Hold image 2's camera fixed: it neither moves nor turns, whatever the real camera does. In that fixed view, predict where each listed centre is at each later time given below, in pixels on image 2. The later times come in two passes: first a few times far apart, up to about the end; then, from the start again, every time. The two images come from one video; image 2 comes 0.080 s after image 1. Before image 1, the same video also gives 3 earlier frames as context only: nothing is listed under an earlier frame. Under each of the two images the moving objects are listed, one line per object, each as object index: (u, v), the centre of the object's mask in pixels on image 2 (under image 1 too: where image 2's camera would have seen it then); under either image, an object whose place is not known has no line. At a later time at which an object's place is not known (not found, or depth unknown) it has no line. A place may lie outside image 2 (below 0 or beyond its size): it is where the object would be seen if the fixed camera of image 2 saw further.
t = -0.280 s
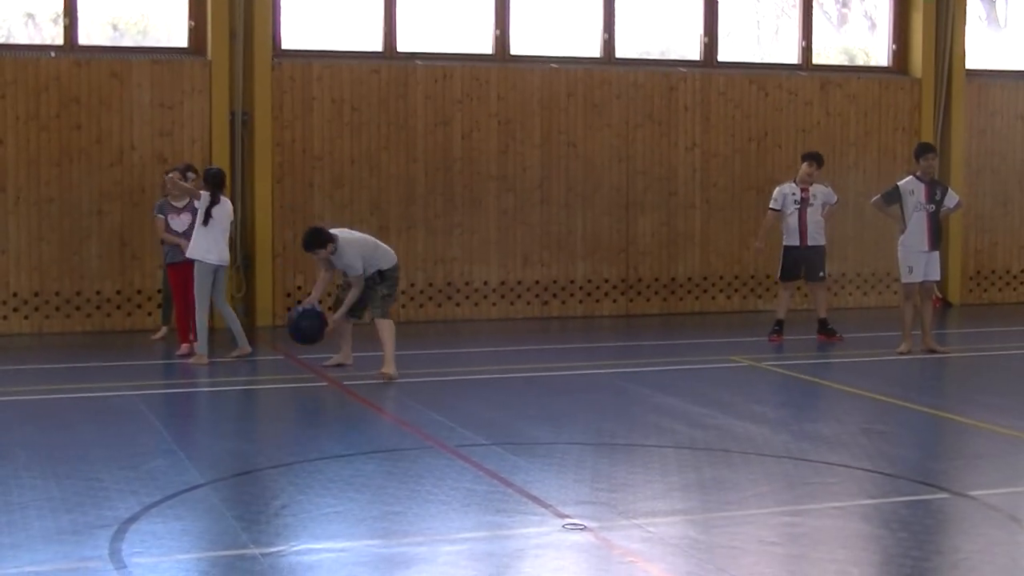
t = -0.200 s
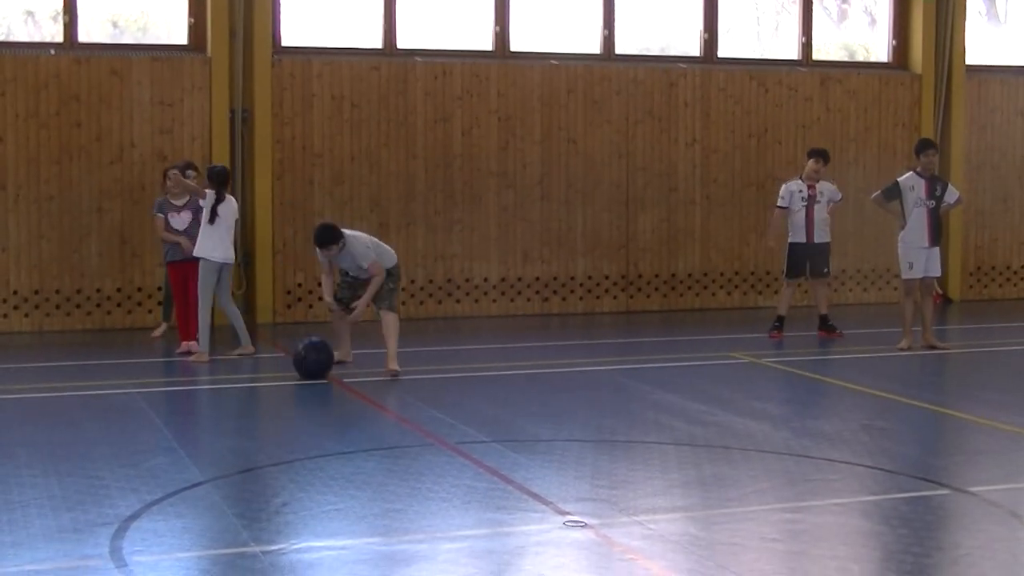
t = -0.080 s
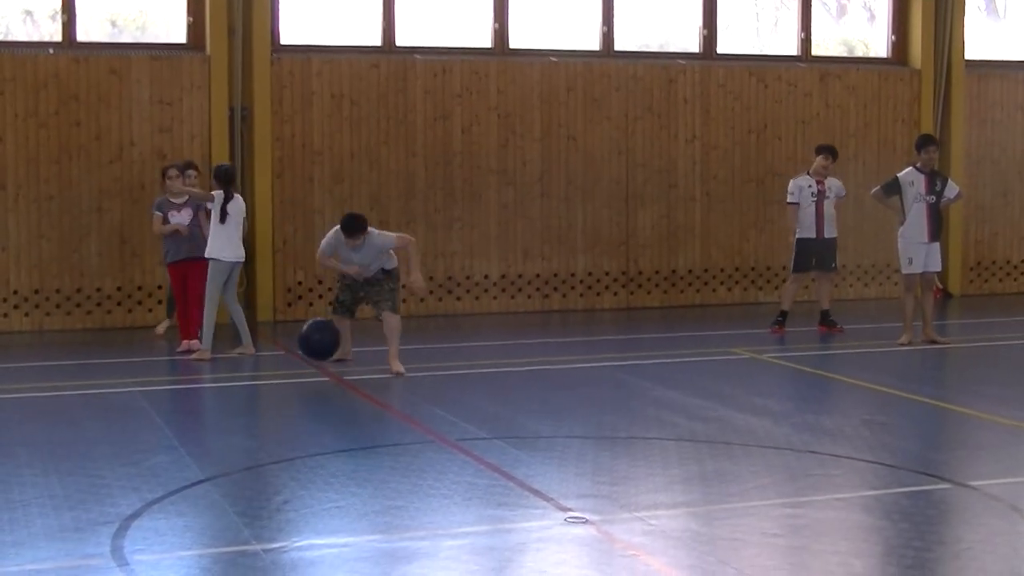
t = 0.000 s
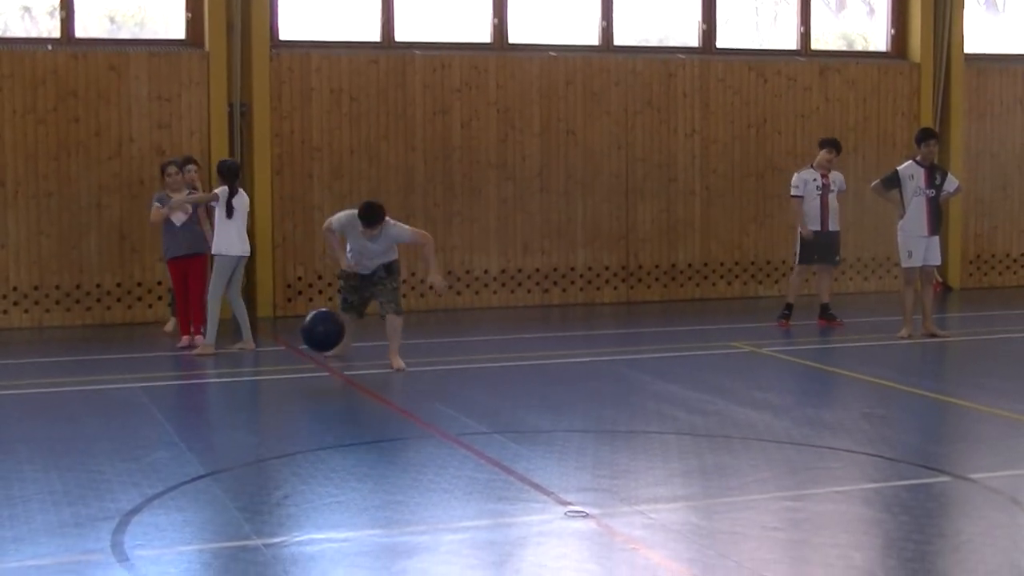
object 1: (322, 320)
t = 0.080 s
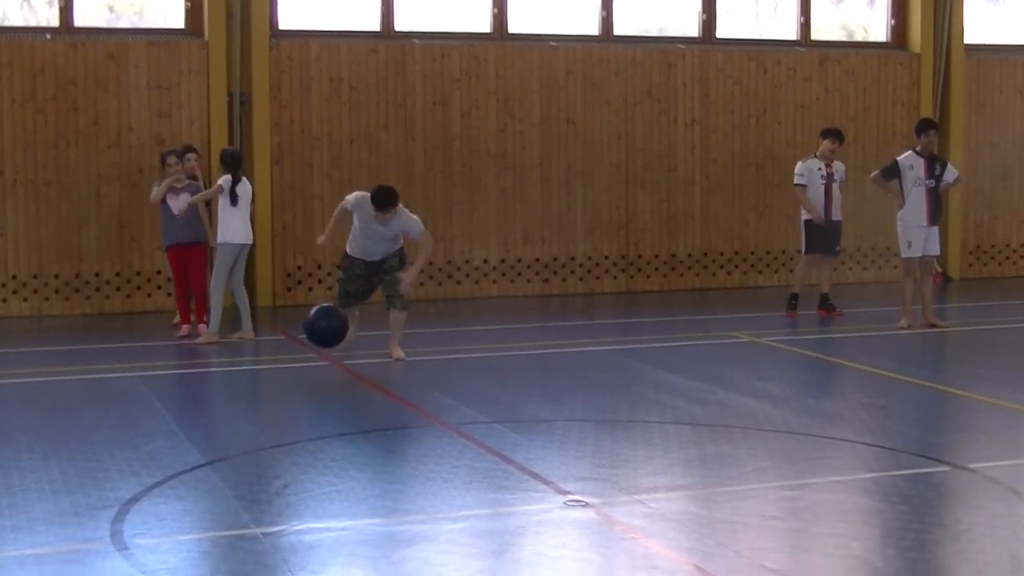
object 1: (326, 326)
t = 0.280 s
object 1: (336, 361)
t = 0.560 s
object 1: (350, 387)
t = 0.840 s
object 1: (362, 405)
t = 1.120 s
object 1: (373, 431)
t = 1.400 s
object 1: (384, 463)
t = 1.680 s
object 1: (397, 502)
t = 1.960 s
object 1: (412, 546)
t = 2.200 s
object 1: (429, 593)
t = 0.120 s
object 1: (328, 333)
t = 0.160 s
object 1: (330, 343)
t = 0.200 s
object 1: (333, 357)
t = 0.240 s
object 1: (334, 368)
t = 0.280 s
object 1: (336, 361)
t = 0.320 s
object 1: (338, 357)
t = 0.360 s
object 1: (340, 355)
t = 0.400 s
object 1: (342, 357)
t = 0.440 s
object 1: (344, 361)
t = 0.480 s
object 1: (346, 369)
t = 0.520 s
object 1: (348, 379)
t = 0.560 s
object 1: (350, 387)
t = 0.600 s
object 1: (352, 384)
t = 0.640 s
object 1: (354, 382)
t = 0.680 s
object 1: (355, 384)
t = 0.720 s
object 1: (357, 389)
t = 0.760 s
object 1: (359, 397)
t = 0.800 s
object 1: (361, 407)
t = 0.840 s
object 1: (362, 405)
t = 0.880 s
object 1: (364, 405)
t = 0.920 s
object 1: (365, 408)
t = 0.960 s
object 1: (367, 415)
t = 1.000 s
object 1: (369, 424)
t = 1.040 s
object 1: (371, 423)
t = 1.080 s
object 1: (372, 425)
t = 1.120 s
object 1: (373, 431)
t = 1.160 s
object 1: (375, 438)
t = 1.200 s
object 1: (376, 439)
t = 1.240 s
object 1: (378, 443)
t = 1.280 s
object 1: (379, 450)
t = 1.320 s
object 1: (381, 453)
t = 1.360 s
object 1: (383, 459)
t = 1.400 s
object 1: (384, 463)
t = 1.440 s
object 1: (386, 468)
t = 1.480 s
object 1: (388, 473)
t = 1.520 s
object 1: (390, 478)
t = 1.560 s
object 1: (392, 484)
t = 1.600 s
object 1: (393, 489)
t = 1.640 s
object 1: (395, 495)
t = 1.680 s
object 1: (397, 502)
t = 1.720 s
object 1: (399, 507)
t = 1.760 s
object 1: (401, 514)
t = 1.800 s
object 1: (403, 519)
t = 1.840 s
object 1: (405, 527)
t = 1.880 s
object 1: (408, 532)
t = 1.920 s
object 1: (410, 540)
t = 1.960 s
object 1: (412, 546)
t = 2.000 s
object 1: (414, 554)
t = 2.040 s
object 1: (417, 562)
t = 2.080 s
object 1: (420, 569)
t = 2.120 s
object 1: (422, 577)
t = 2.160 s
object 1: (425, 584)
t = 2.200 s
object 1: (429, 593)
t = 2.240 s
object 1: (432, 599)
